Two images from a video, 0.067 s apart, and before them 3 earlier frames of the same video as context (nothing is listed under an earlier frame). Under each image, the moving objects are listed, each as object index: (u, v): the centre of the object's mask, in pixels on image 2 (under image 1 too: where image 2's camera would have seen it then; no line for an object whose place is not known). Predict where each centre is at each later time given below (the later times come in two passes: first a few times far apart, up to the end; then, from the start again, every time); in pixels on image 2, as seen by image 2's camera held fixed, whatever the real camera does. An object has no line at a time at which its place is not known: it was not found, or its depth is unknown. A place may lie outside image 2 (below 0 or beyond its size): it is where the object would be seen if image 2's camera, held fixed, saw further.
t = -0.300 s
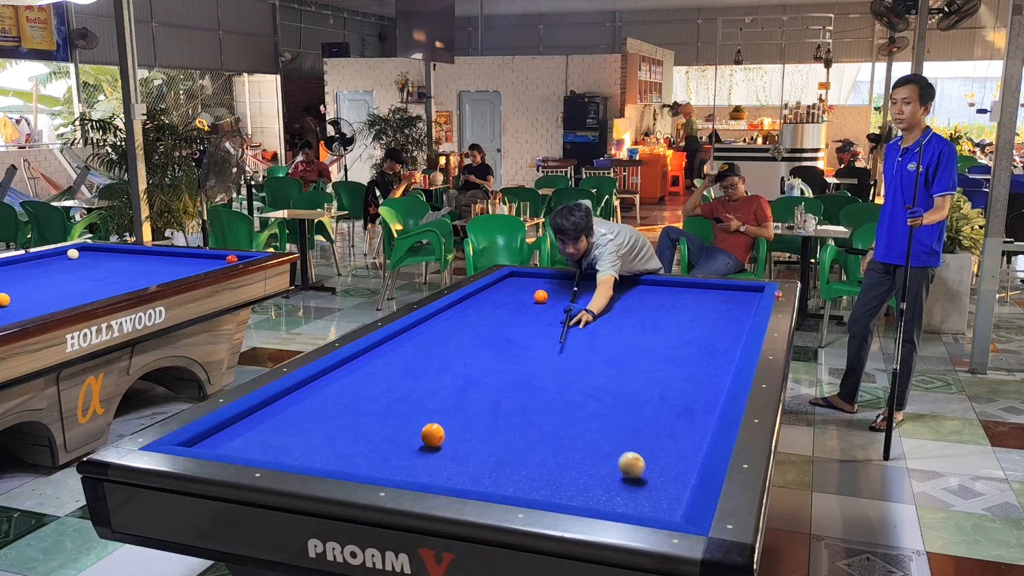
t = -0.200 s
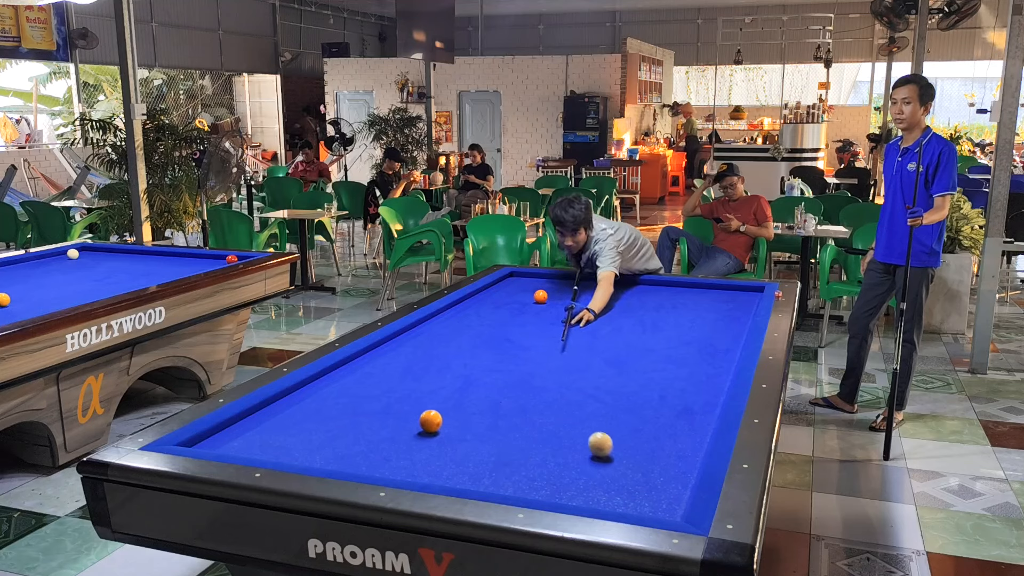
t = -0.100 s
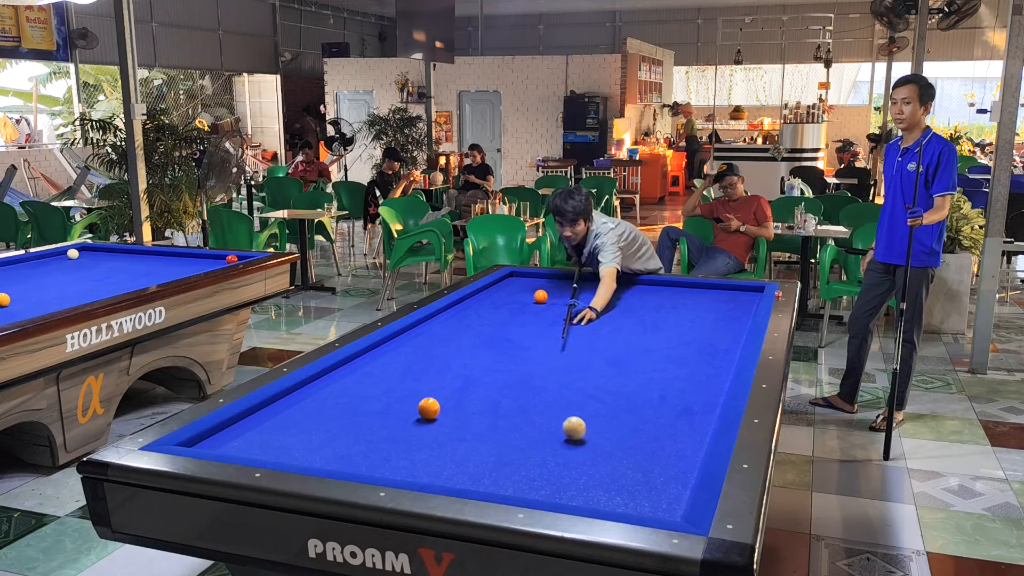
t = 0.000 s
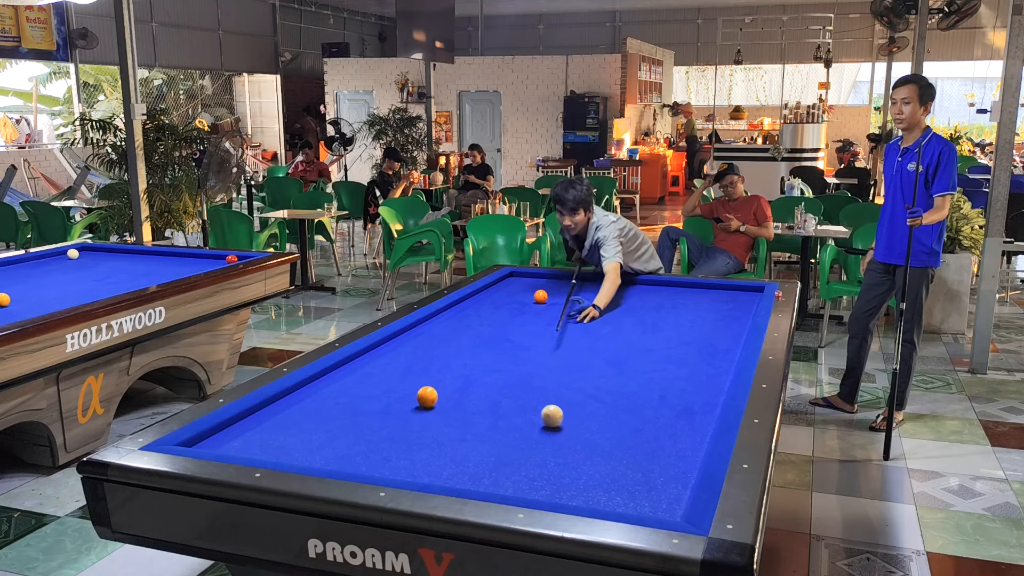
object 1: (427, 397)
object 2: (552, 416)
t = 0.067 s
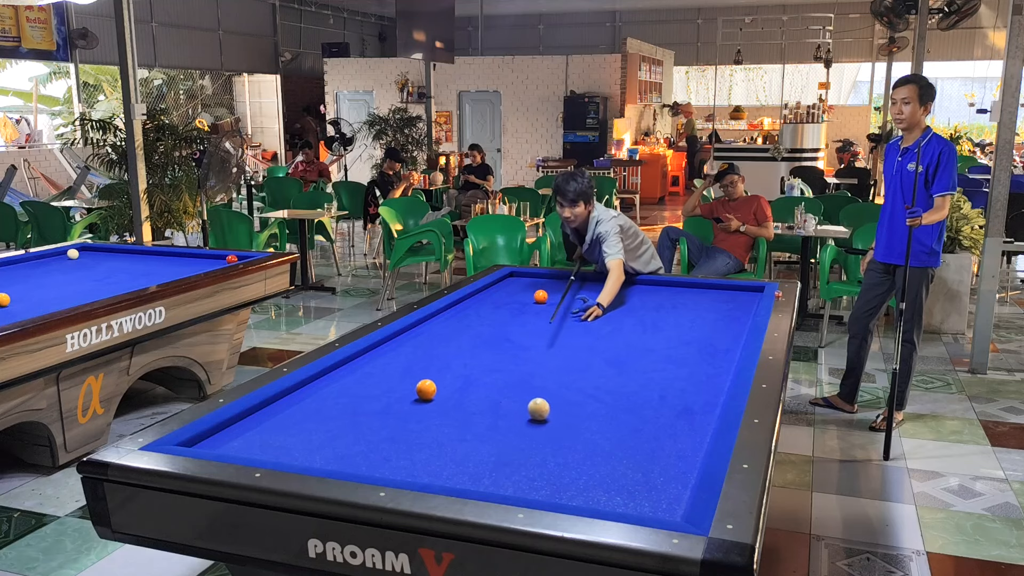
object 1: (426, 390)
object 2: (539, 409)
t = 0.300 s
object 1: (423, 367)
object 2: (497, 388)
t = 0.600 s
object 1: (419, 344)
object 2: (451, 365)
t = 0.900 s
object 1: (419, 325)
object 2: (413, 345)
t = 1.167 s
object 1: (454, 315)
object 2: (413, 335)
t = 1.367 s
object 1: (478, 308)
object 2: (438, 332)
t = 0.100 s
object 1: (426, 386)
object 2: (532, 406)
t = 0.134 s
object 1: (425, 383)
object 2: (526, 403)
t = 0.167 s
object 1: (425, 380)
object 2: (520, 399)
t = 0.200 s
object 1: (424, 377)
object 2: (514, 396)
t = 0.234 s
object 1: (424, 374)
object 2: (508, 393)
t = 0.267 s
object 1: (423, 370)
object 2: (502, 390)
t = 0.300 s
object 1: (423, 367)
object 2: (497, 388)
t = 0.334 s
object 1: (422, 365)
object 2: (491, 385)
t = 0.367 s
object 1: (422, 362)
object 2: (486, 382)
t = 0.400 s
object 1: (422, 359)
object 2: (480, 379)
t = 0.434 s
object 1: (421, 356)
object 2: (475, 377)
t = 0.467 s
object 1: (421, 354)
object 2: (470, 374)
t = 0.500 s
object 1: (420, 351)
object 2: (465, 372)
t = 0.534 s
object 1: (420, 349)
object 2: (460, 369)
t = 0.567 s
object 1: (420, 346)
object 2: (456, 367)
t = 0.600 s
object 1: (419, 344)
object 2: (451, 365)
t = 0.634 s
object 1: (419, 342)
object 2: (446, 362)
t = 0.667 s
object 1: (418, 339)
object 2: (442, 360)
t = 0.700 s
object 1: (418, 337)
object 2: (438, 358)
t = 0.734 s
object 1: (418, 335)
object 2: (433, 355)
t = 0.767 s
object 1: (417, 333)
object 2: (429, 353)
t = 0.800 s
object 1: (417, 330)
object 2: (425, 351)
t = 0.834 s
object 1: (417, 328)
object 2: (421, 349)
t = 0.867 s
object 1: (416, 326)
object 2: (417, 347)
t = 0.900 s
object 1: (419, 325)
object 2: (413, 345)
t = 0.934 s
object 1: (424, 324)
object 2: (409, 343)
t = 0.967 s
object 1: (429, 322)
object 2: (406, 341)
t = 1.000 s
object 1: (433, 321)
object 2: (402, 339)
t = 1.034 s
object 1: (437, 320)
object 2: (398, 337)
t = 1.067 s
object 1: (442, 318)
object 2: (396, 336)
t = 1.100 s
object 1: (446, 317)
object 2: (402, 336)
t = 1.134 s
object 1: (450, 316)
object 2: (408, 335)
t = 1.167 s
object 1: (454, 315)
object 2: (413, 335)
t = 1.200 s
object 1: (458, 314)
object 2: (418, 334)
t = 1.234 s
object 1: (462, 313)
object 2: (422, 334)
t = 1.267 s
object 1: (466, 311)
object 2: (426, 333)
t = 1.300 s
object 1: (470, 310)
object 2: (430, 333)
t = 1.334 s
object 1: (474, 309)
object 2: (434, 332)
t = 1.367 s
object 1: (478, 308)
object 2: (438, 332)
